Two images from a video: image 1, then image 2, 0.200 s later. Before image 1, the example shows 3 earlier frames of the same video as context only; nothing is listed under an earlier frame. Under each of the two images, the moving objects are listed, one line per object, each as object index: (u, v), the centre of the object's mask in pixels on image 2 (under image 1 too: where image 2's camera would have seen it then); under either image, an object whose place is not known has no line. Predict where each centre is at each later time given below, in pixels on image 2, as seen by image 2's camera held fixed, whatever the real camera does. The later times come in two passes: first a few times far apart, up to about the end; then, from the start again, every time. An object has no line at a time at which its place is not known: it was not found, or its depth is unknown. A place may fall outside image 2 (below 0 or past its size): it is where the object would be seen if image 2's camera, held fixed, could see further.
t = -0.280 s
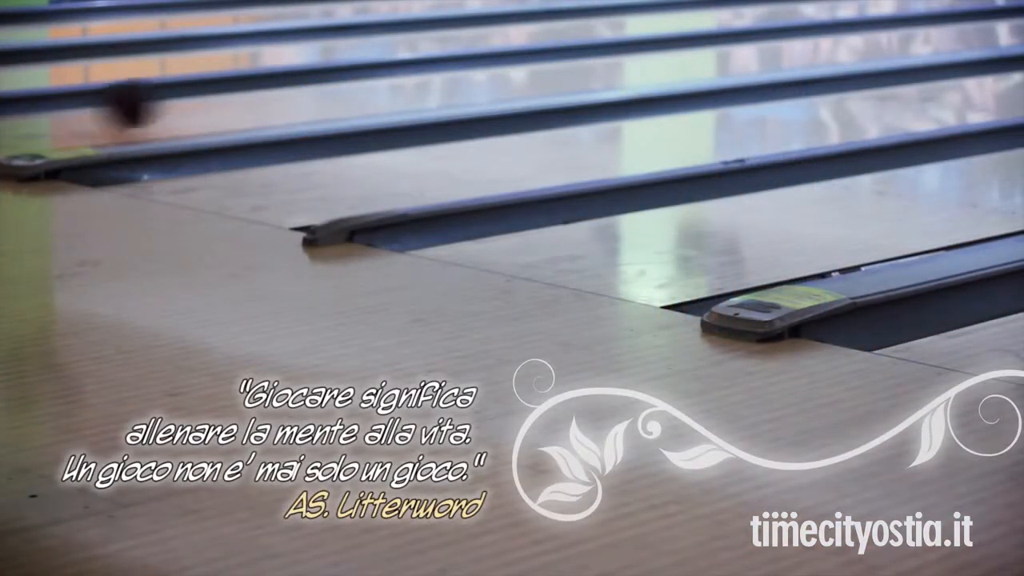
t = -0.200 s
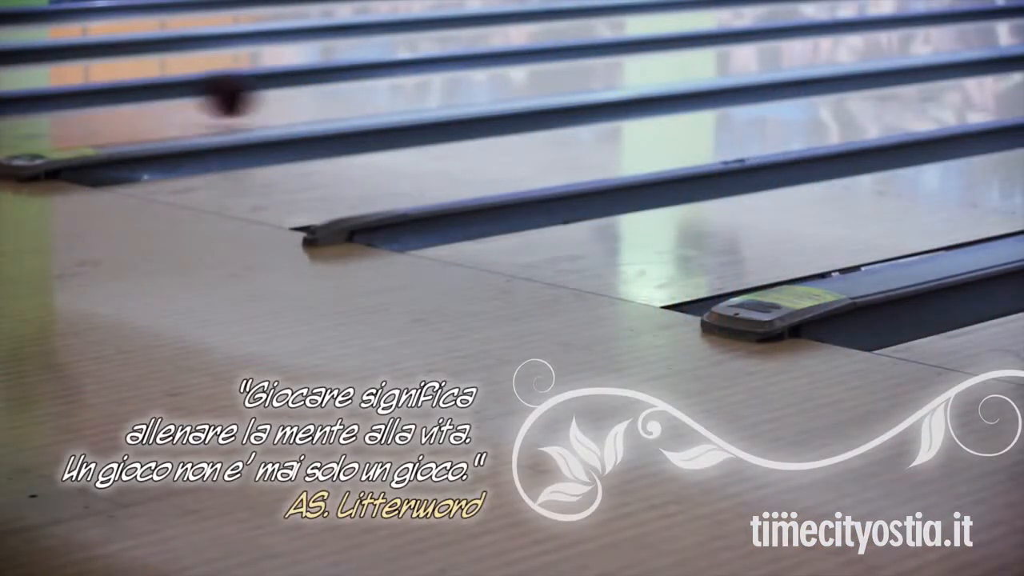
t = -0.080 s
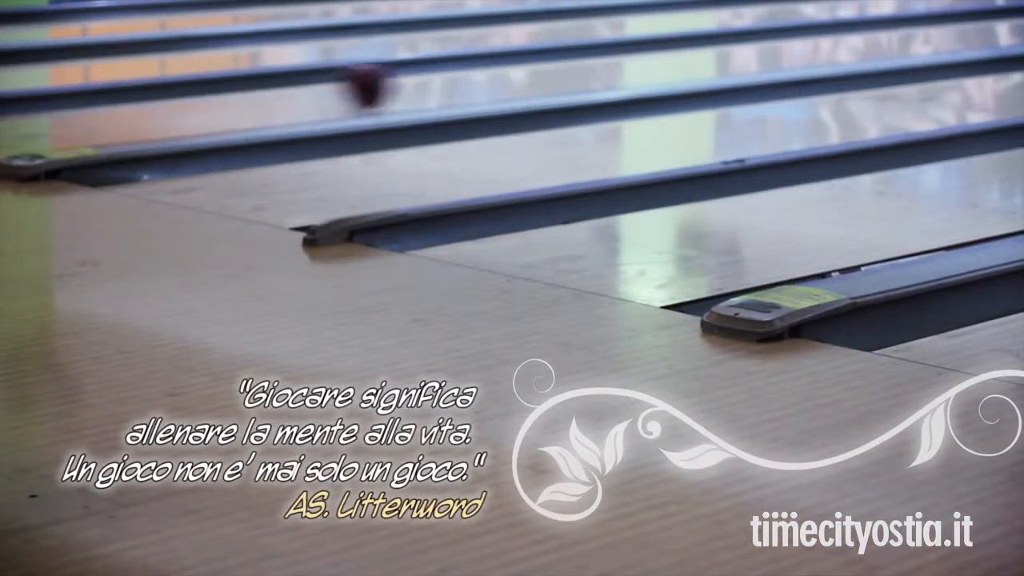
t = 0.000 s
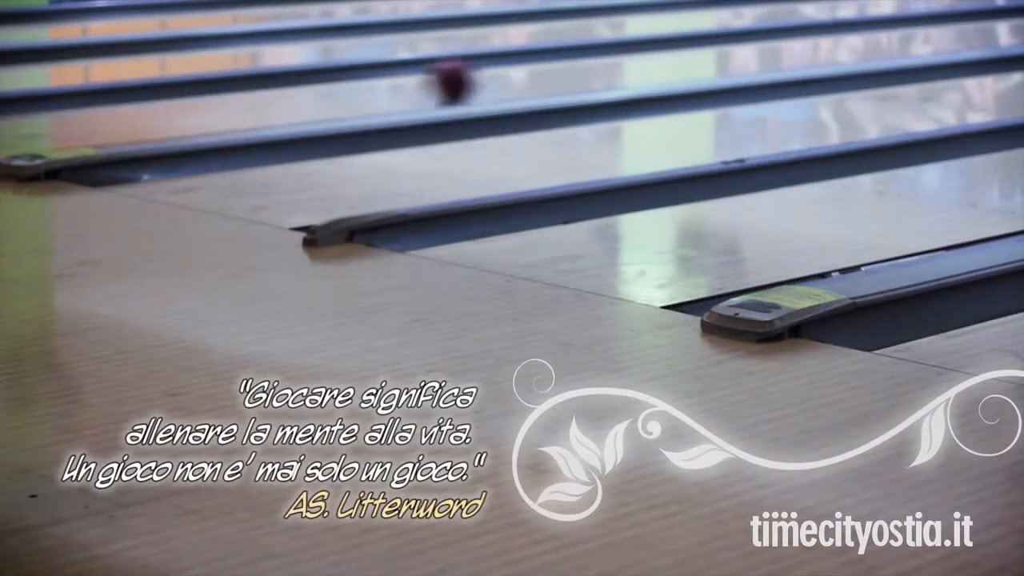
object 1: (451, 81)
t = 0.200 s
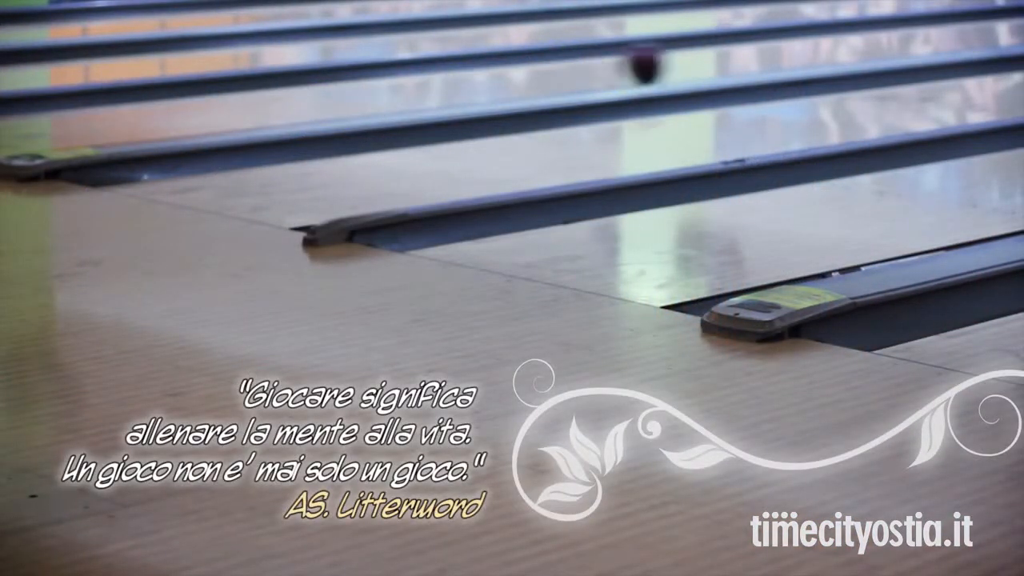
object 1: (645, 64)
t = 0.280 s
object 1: (714, 58)
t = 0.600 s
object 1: (937, 42)
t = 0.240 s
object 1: (680, 60)
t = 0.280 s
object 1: (714, 58)
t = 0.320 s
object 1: (745, 57)
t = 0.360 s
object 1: (776, 56)
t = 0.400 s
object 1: (809, 55)
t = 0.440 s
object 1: (842, 53)
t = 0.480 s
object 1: (866, 49)
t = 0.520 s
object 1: (887, 46)
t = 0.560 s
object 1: (911, 44)
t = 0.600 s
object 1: (937, 42)
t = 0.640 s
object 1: (963, 40)
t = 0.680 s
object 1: (983, 38)
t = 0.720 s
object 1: (1004, 36)
